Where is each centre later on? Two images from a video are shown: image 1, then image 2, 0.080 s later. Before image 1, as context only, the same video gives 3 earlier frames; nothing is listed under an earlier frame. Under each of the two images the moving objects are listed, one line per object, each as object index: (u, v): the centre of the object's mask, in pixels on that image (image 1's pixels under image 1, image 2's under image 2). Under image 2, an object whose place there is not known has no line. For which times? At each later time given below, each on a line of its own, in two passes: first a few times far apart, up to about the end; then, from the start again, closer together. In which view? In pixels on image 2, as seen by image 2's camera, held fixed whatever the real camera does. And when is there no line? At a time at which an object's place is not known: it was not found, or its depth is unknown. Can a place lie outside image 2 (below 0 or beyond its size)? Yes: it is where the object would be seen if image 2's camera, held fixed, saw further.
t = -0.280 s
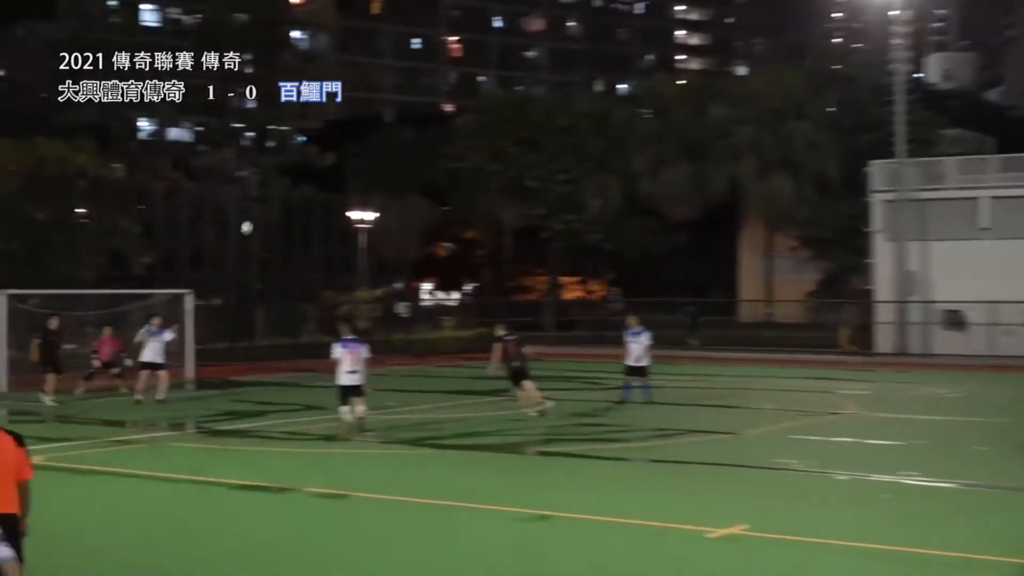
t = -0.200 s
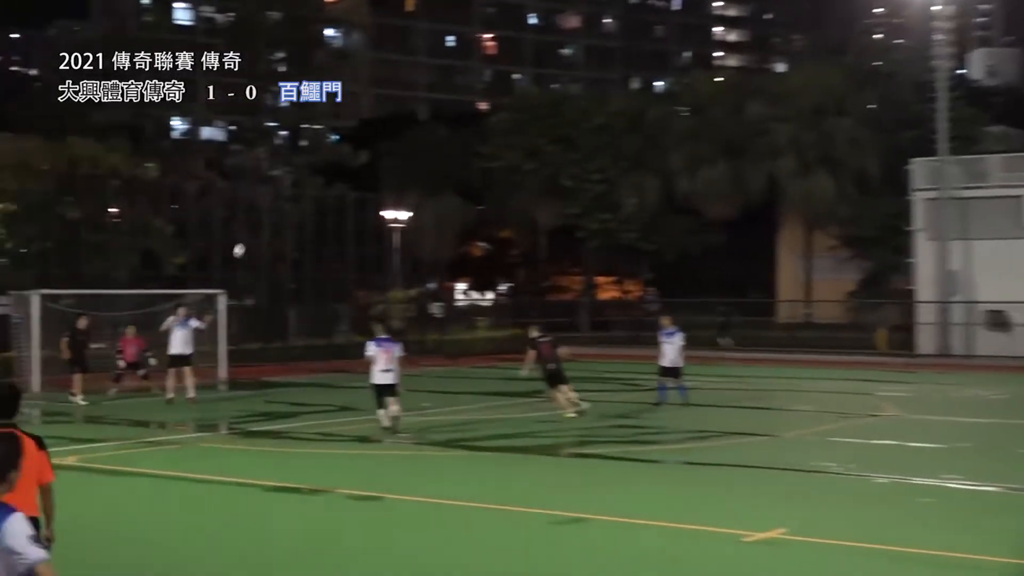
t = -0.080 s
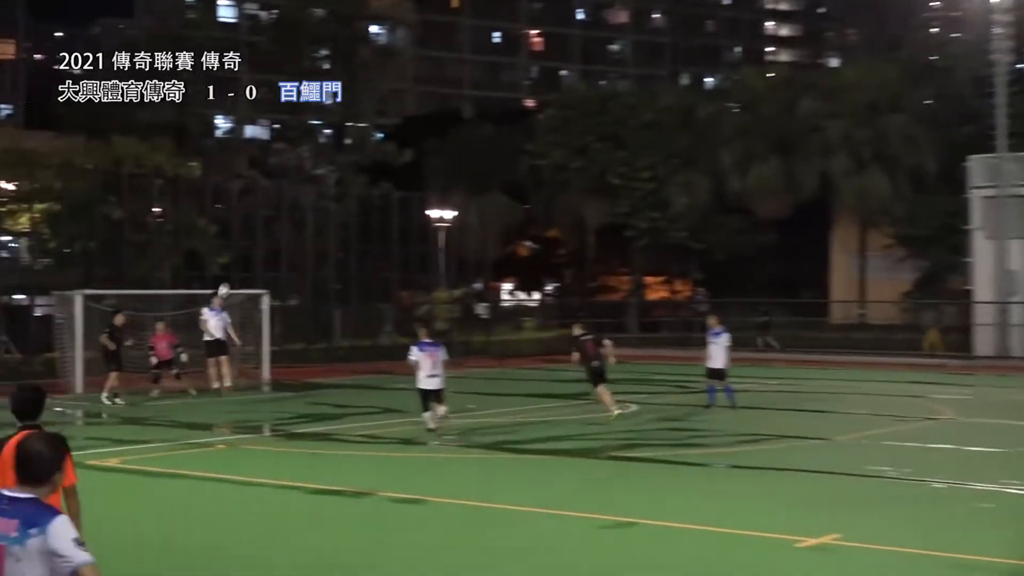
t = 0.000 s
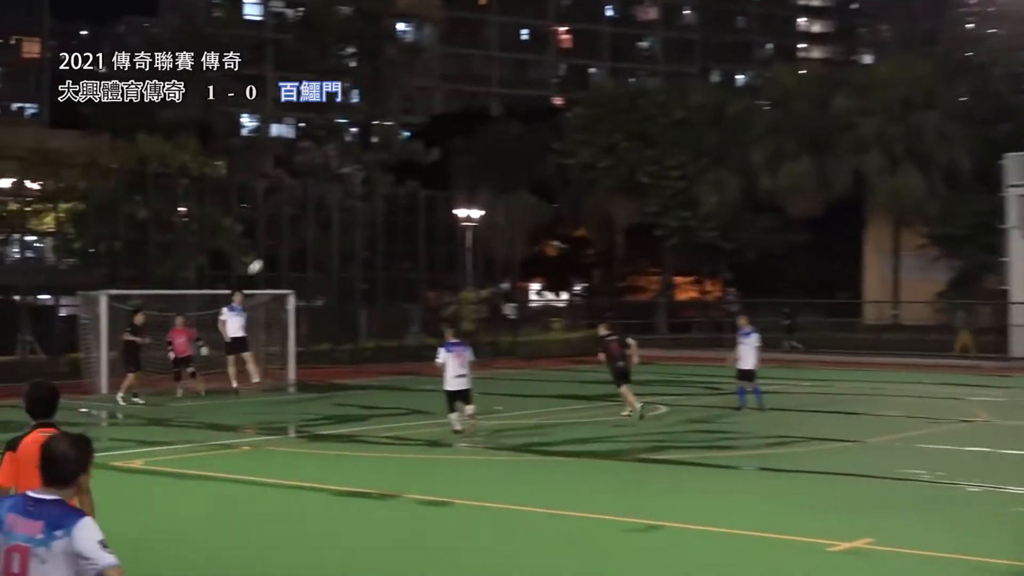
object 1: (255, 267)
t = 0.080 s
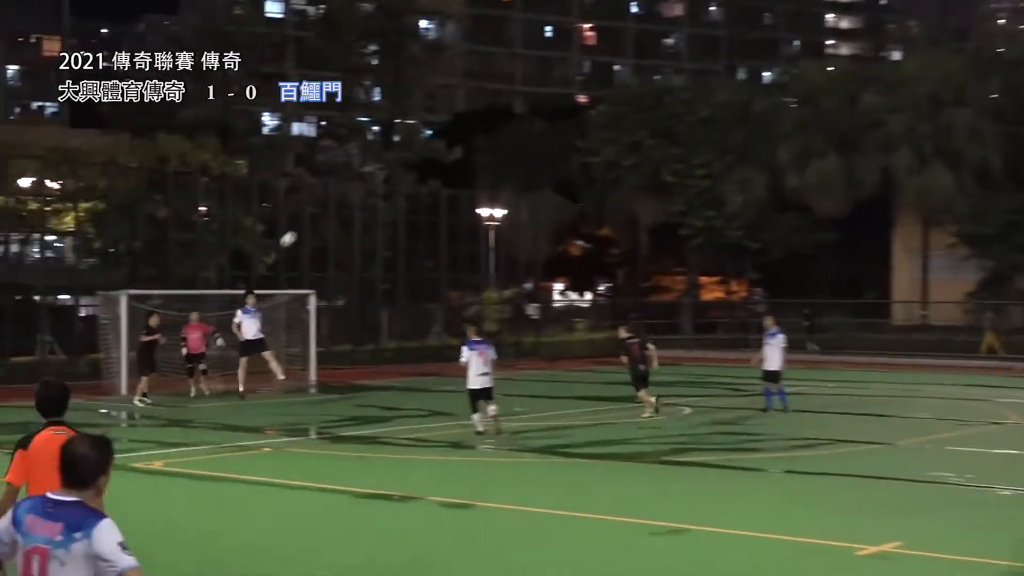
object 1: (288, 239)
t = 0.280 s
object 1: (318, 182)
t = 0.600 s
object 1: (365, 131)
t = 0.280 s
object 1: (318, 182)
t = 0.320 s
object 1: (324, 172)
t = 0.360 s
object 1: (329, 164)
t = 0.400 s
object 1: (335, 156)
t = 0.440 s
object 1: (340, 149)
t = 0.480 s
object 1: (346, 143)
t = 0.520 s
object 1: (352, 138)
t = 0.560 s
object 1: (359, 133)
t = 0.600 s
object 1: (365, 131)
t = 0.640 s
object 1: (370, 131)
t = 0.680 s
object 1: (377, 129)
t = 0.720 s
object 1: (385, 130)
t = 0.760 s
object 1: (391, 131)
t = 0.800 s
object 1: (397, 134)
